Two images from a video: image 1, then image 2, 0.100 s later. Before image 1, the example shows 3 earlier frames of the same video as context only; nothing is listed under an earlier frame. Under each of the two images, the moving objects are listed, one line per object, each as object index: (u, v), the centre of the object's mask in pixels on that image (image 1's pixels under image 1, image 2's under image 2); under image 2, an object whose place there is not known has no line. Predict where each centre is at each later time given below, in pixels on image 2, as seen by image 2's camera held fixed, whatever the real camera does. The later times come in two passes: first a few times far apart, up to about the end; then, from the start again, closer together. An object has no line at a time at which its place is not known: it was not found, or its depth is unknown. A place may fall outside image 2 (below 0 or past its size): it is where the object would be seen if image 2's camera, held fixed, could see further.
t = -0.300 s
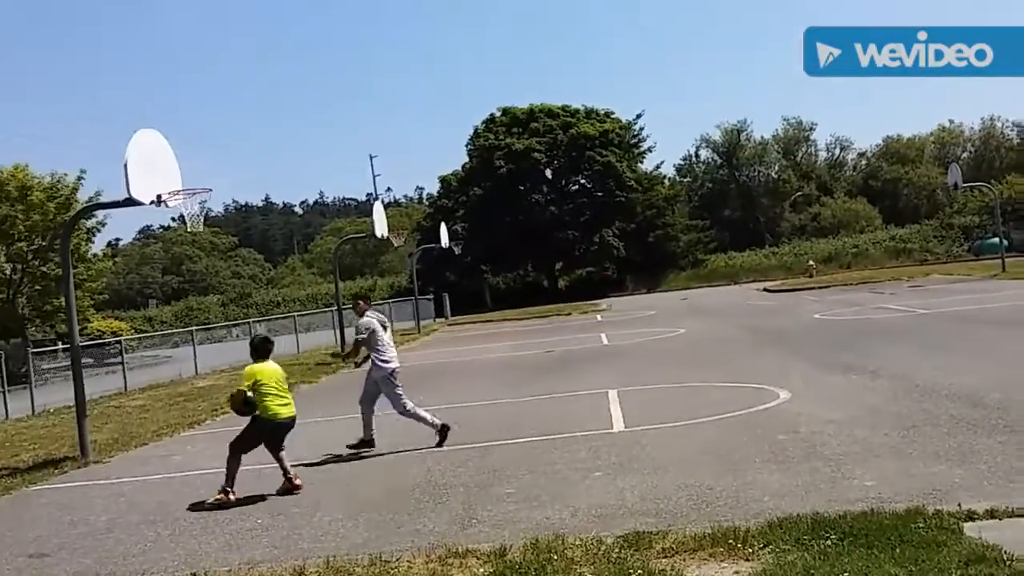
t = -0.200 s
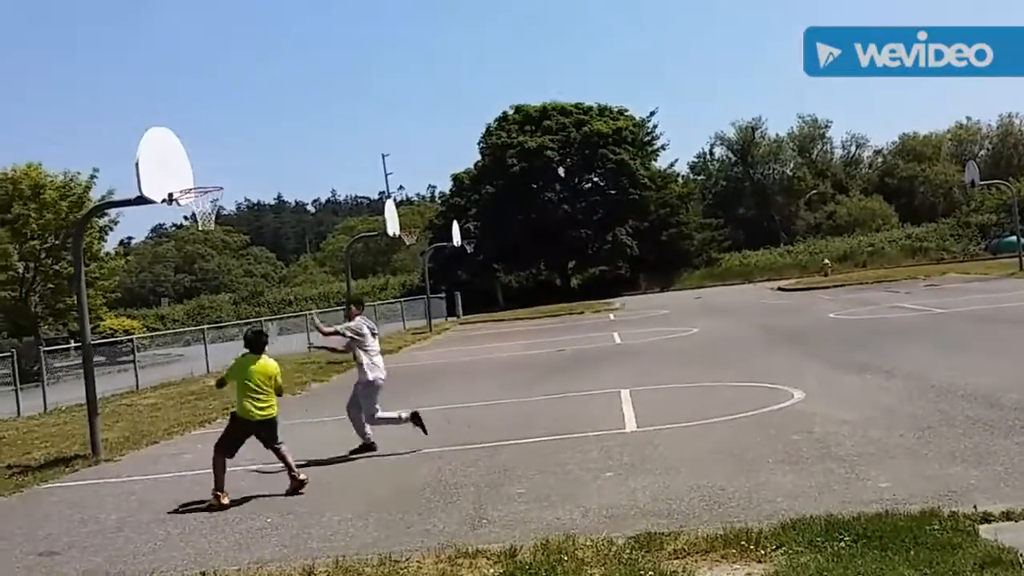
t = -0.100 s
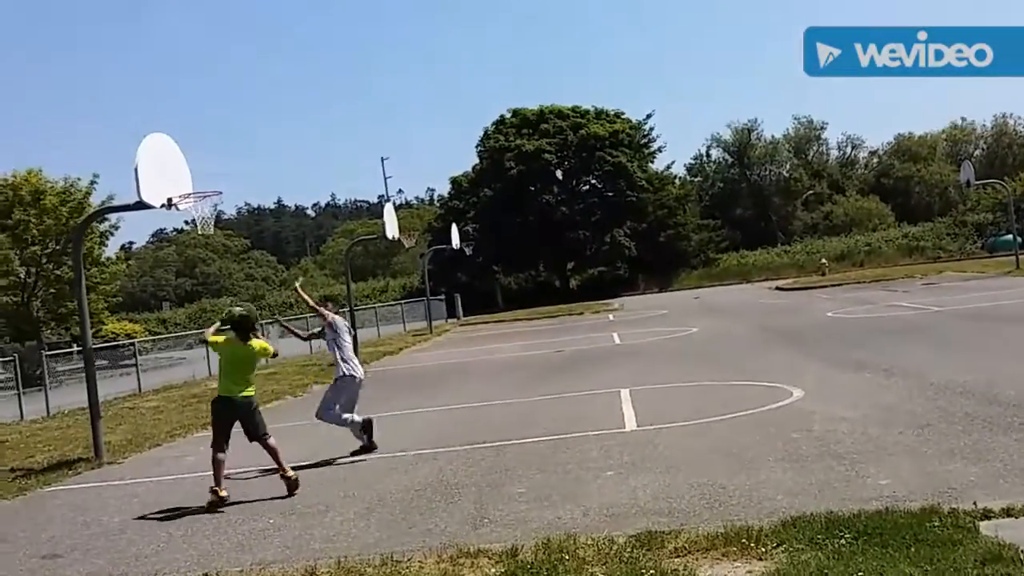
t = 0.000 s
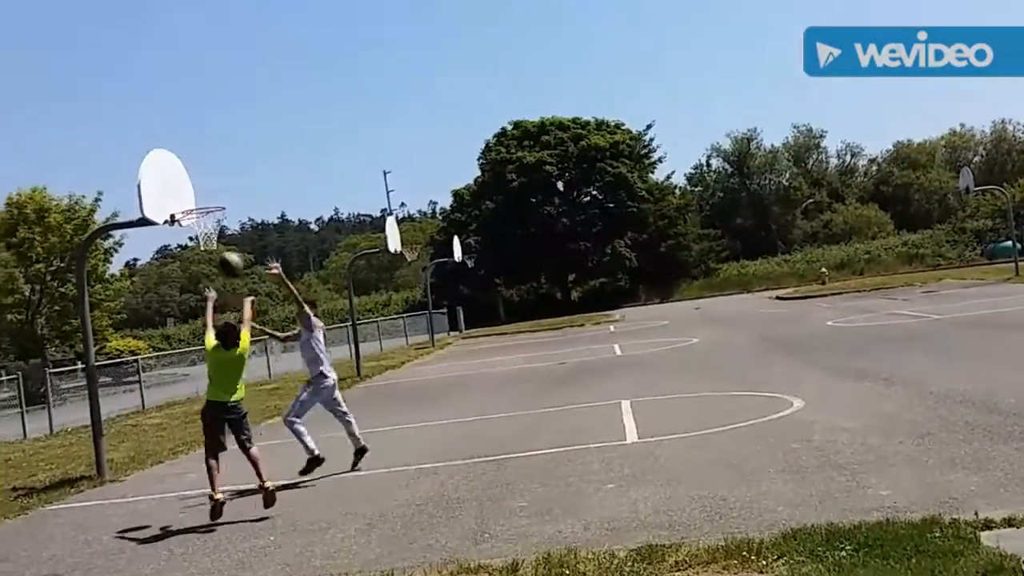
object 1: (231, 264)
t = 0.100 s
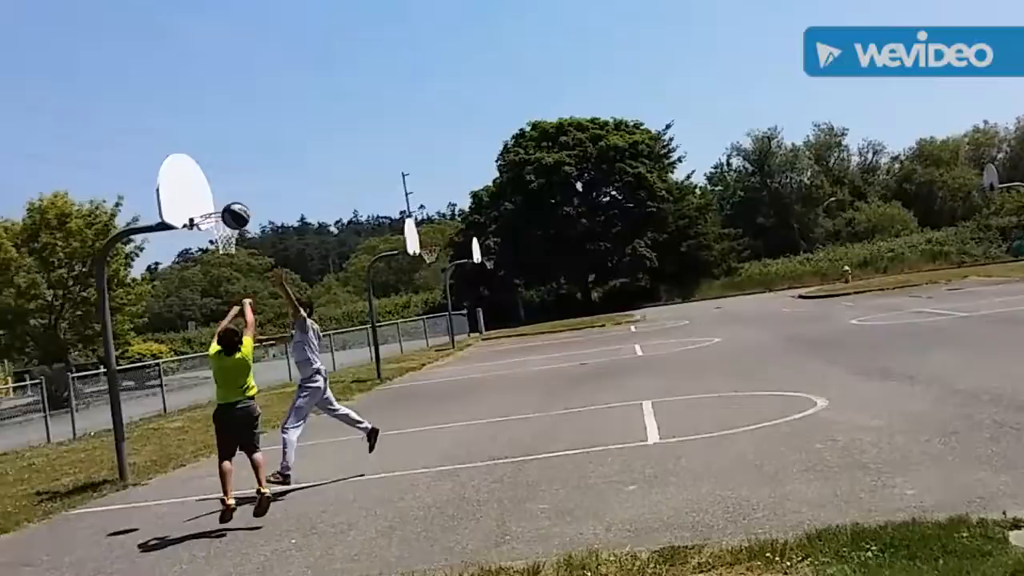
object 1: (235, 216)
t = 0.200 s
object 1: (221, 177)
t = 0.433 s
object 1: (203, 137)
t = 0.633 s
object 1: (201, 151)
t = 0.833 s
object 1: (201, 193)
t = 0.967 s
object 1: (205, 238)
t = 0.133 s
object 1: (230, 202)
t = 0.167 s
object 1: (226, 189)
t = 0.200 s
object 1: (221, 177)
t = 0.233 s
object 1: (218, 167)
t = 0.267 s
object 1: (217, 159)
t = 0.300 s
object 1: (216, 153)
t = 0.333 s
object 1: (215, 146)
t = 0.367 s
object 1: (212, 141)
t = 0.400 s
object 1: (207, 139)
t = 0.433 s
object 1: (203, 137)
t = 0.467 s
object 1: (200, 136)
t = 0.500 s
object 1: (198, 138)
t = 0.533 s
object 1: (197, 140)
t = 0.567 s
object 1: (197, 141)
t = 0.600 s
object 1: (198, 145)
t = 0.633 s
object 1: (201, 151)
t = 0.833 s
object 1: (201, 193)
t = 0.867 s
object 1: (200, 203)
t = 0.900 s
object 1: (200, 215)
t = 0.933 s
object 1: (202, 225)
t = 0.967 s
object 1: (205, 238)
